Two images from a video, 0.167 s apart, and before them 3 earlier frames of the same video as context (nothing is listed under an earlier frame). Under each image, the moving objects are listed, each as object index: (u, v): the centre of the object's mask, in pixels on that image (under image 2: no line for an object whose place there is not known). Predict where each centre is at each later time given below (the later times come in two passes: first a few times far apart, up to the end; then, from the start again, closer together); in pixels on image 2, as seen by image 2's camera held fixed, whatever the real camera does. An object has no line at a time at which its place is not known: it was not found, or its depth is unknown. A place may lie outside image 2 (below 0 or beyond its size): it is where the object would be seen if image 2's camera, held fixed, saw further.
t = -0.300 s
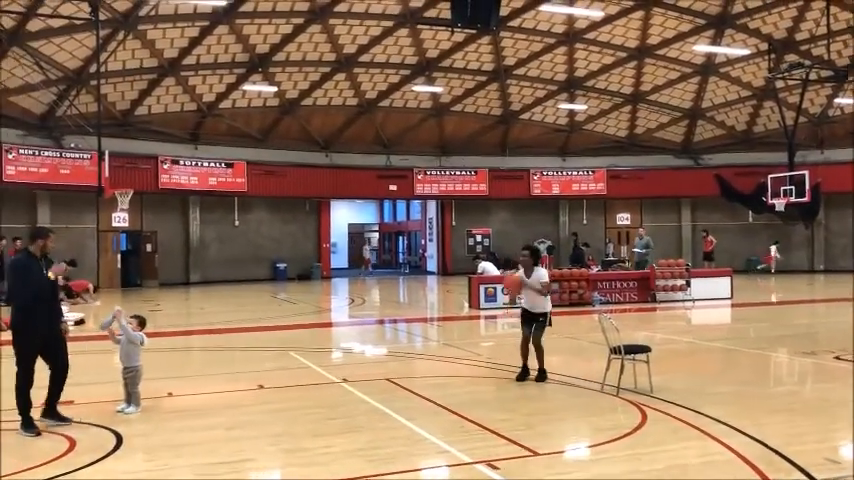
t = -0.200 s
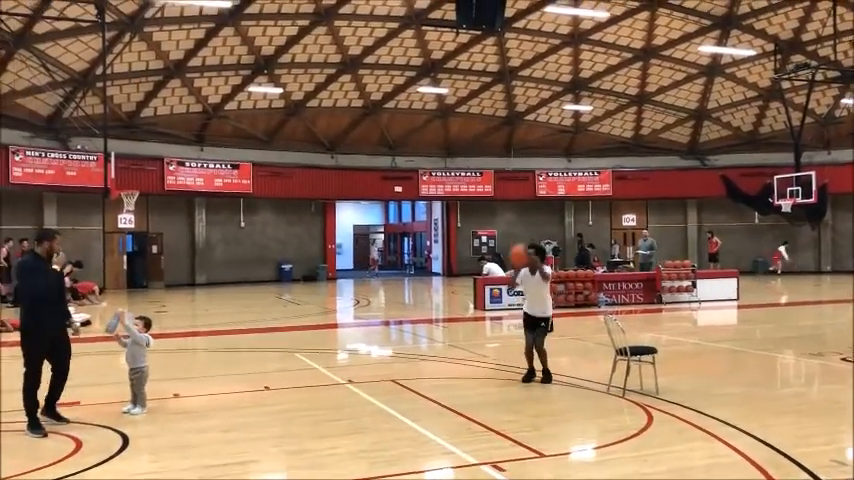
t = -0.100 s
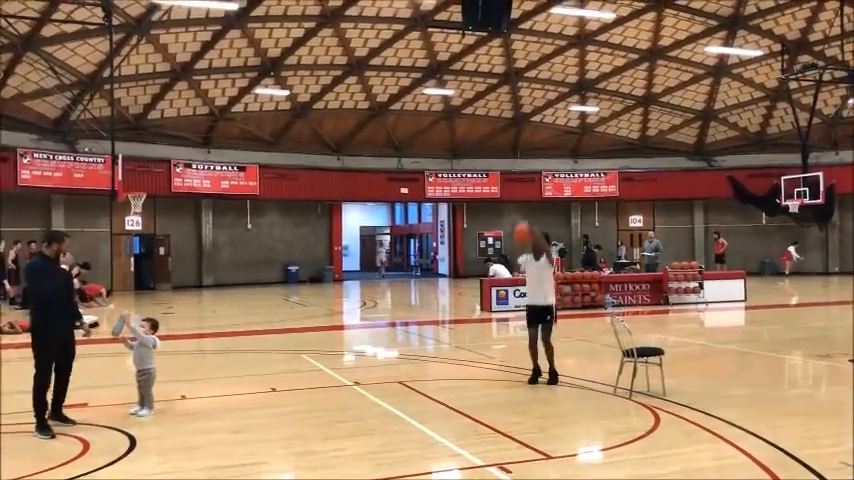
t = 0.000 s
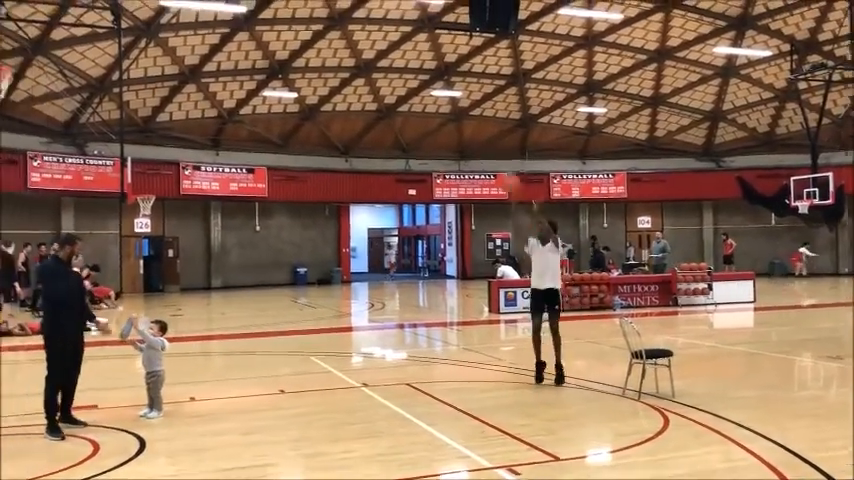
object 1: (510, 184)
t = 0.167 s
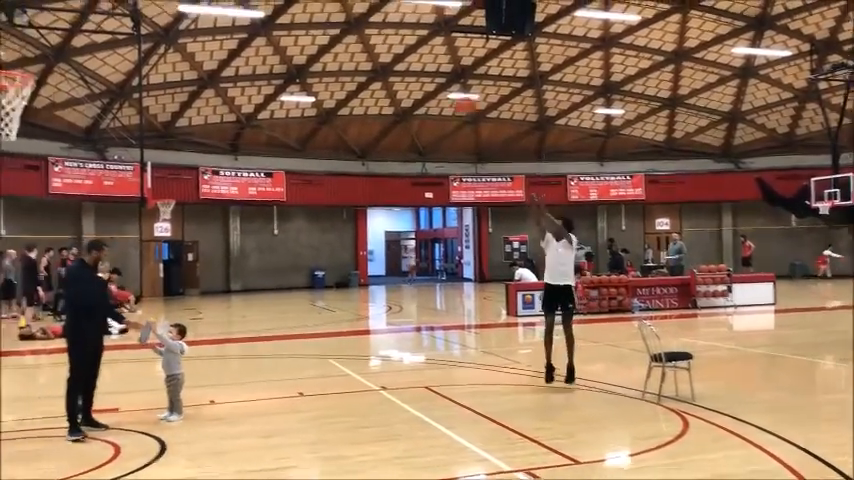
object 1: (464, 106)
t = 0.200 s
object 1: (448, 86)
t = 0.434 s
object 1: (350, 7)
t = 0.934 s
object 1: (93, 6)
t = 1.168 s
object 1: (-2, 116)
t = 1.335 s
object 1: (49, 198)
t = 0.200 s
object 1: (448, 86)
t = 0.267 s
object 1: (423, 60)
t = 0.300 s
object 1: (409, 49)
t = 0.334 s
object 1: (393, 37)
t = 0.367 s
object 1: (380, 27)
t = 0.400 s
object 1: (362, 15)
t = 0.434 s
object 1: (350, 7)
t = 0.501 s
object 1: (320, -1)
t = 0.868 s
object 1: (128, -6)
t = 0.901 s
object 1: (111, -4)
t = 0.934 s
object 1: (93, 6)
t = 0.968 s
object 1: (67, 20)
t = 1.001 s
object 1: (53, 34)
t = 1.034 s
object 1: (30, 43)
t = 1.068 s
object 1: (11, 58)
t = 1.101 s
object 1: (-16, 63)
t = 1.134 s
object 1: (-15, 92)
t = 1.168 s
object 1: (-2, 116)
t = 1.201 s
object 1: (11, 126)
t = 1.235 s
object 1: (22, 143)
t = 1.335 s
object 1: (49, 198)
